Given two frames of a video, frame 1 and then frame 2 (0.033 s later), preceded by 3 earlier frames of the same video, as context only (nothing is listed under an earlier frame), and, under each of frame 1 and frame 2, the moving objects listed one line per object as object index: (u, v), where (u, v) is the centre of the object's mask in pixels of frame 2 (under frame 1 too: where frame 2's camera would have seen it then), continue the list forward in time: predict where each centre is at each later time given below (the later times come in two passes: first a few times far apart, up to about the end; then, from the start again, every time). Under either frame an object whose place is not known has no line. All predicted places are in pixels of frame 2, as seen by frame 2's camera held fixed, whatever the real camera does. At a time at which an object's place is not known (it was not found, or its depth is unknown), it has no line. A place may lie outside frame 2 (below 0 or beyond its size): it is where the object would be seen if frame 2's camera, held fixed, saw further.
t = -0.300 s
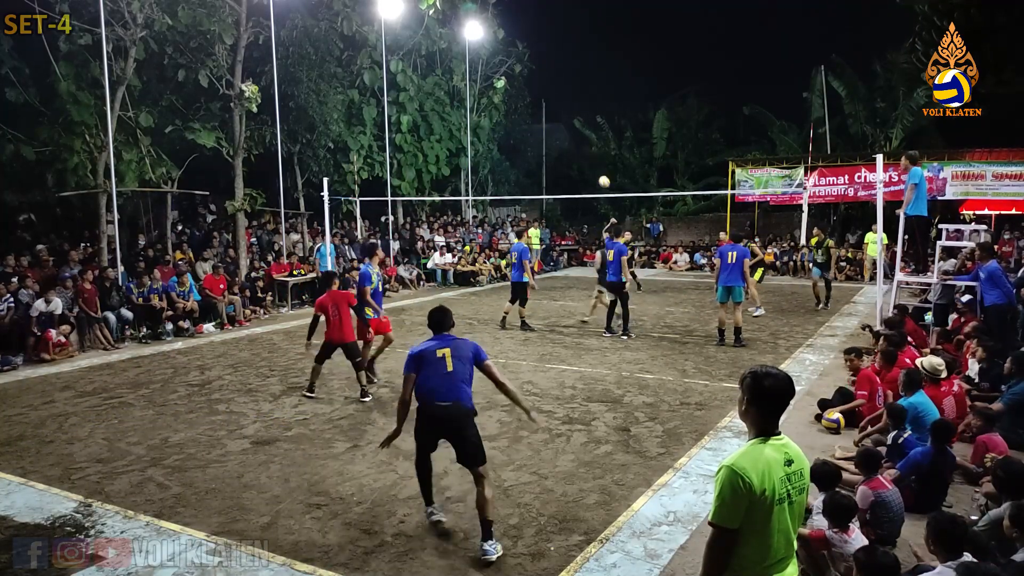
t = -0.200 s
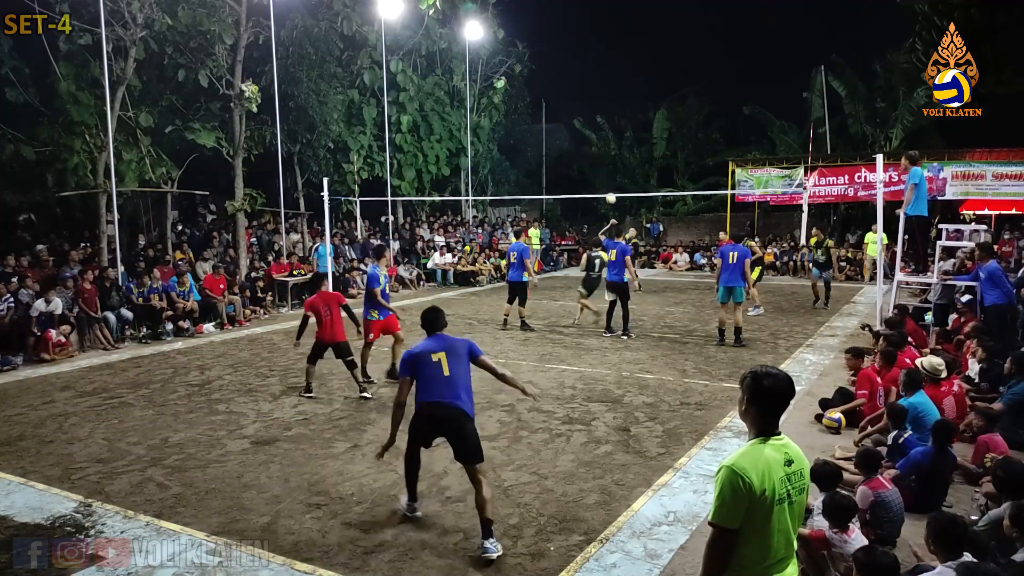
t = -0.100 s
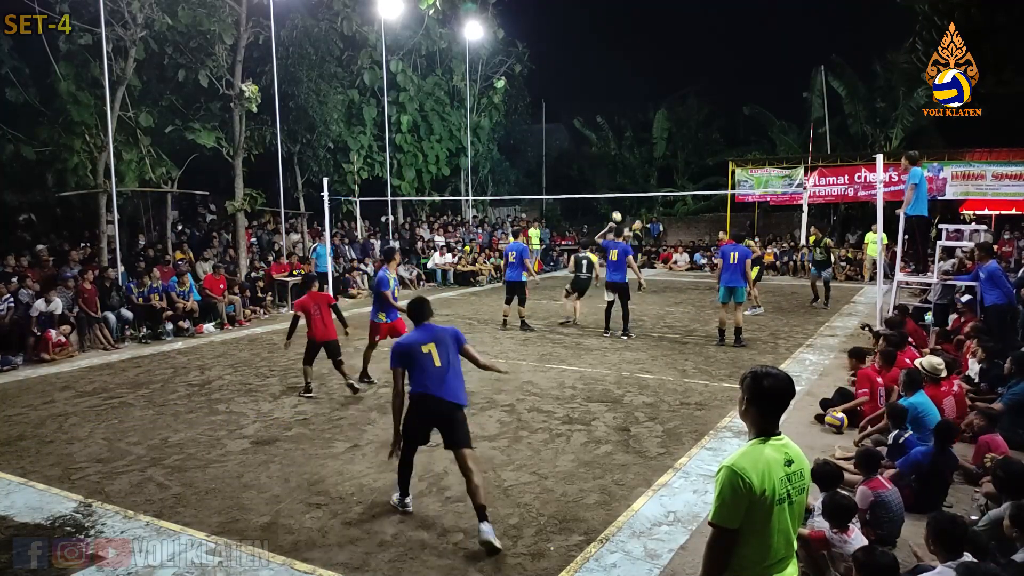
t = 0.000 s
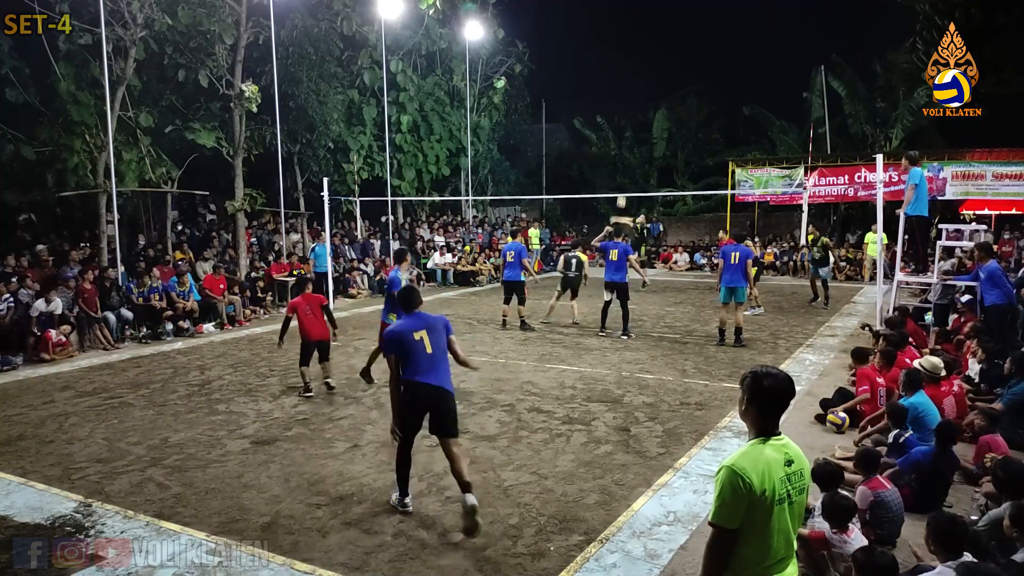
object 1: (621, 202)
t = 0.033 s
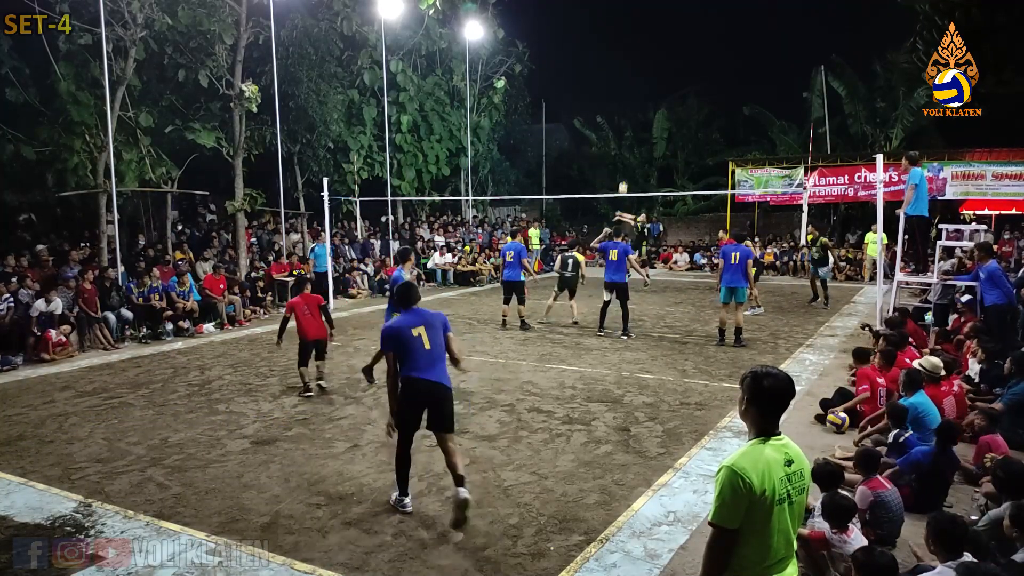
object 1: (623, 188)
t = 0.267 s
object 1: (635, 111)
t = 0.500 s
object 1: (648, 53)
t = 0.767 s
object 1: (665, 13)
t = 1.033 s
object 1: (683, 5)
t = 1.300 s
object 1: (700, 32)
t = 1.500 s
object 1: (713, 77)
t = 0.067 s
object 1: (624, 177)
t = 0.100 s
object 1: (626, 165)
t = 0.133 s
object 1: (628, 153)
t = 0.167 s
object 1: (629, 142)
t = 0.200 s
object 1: (631, 132)
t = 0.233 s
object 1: (633, 121)
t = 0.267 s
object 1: (635, 111)
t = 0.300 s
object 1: (637, 102)
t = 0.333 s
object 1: (638, 93)
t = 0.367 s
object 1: (640, 84)
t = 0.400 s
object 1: (642, 75)
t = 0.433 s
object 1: (644, 68)
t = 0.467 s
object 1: (646, 61)
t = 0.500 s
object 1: (648, 53)
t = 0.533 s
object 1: (650, 47)
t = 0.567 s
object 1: (653, 41)
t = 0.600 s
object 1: (655, 35)
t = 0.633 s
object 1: (656, 30)
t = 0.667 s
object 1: (659, 25)
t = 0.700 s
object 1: (661, 20)
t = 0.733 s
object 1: (663, 17)
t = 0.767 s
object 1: (665, 13)
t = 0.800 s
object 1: (667, 10)
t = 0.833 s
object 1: (669, 8)
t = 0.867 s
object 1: (671, 6)
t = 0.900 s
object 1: (674, 5)
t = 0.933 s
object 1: (676, 4)
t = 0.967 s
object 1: (678, 4)
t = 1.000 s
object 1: (680, 4)
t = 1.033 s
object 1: (683, 5)
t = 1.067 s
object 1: (685, 6)
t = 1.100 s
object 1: (687, 8)
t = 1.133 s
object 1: (689, 10)
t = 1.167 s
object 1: (691, 13)
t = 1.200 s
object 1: (694, 17)
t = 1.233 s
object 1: (696, 21)
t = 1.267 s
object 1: (698, 26)
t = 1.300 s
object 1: (700, 32)
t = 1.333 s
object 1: (702, 37)
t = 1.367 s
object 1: (705, 44)
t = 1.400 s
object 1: (707, 52)
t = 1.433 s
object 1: (709, 59)
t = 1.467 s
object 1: (711, 68)
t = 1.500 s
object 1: (713, 77)
